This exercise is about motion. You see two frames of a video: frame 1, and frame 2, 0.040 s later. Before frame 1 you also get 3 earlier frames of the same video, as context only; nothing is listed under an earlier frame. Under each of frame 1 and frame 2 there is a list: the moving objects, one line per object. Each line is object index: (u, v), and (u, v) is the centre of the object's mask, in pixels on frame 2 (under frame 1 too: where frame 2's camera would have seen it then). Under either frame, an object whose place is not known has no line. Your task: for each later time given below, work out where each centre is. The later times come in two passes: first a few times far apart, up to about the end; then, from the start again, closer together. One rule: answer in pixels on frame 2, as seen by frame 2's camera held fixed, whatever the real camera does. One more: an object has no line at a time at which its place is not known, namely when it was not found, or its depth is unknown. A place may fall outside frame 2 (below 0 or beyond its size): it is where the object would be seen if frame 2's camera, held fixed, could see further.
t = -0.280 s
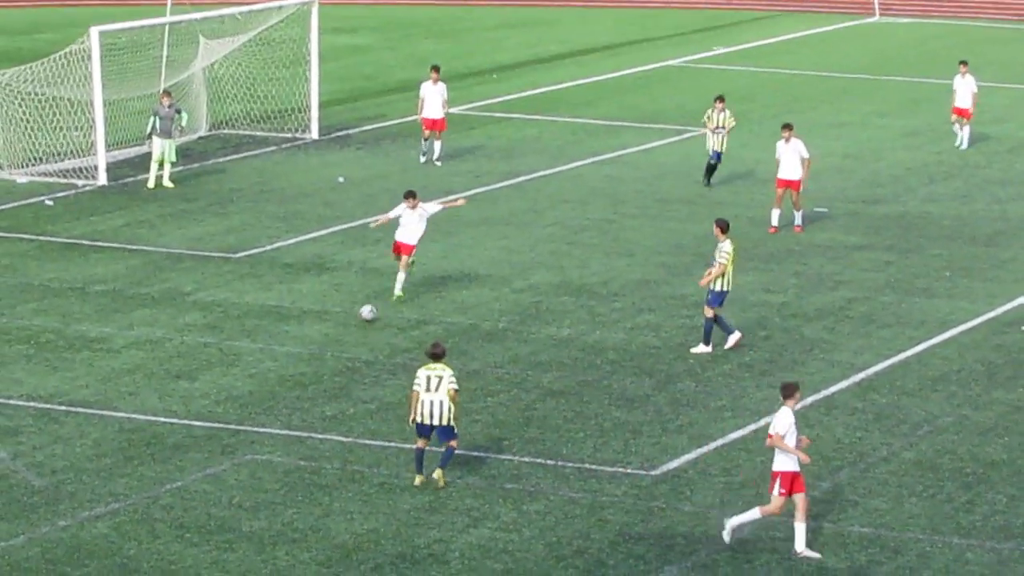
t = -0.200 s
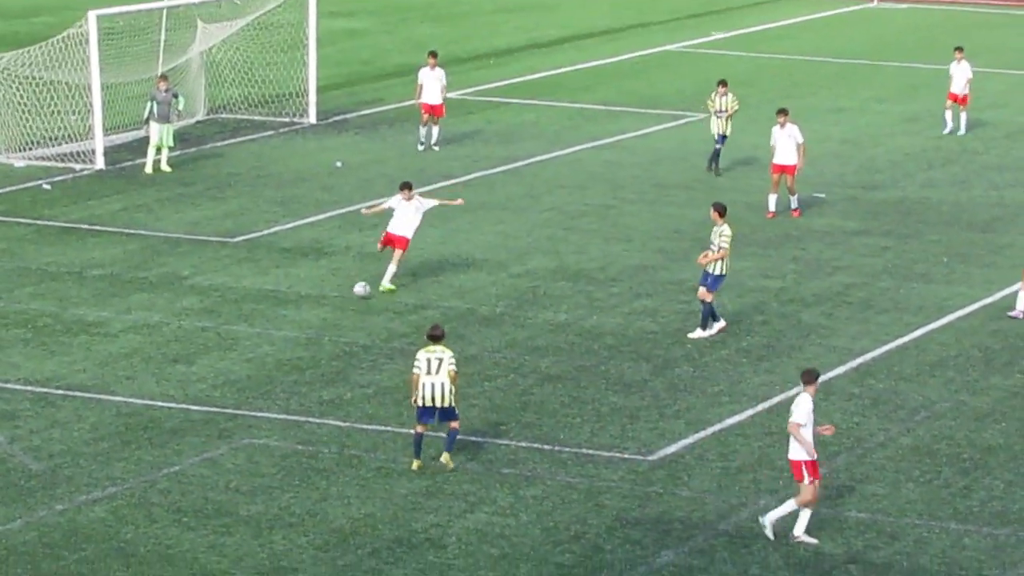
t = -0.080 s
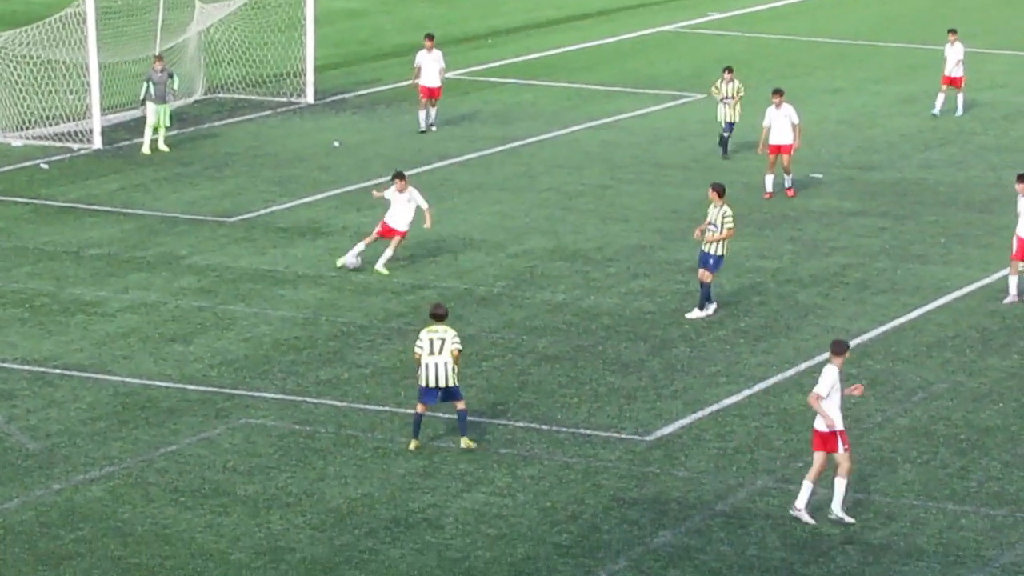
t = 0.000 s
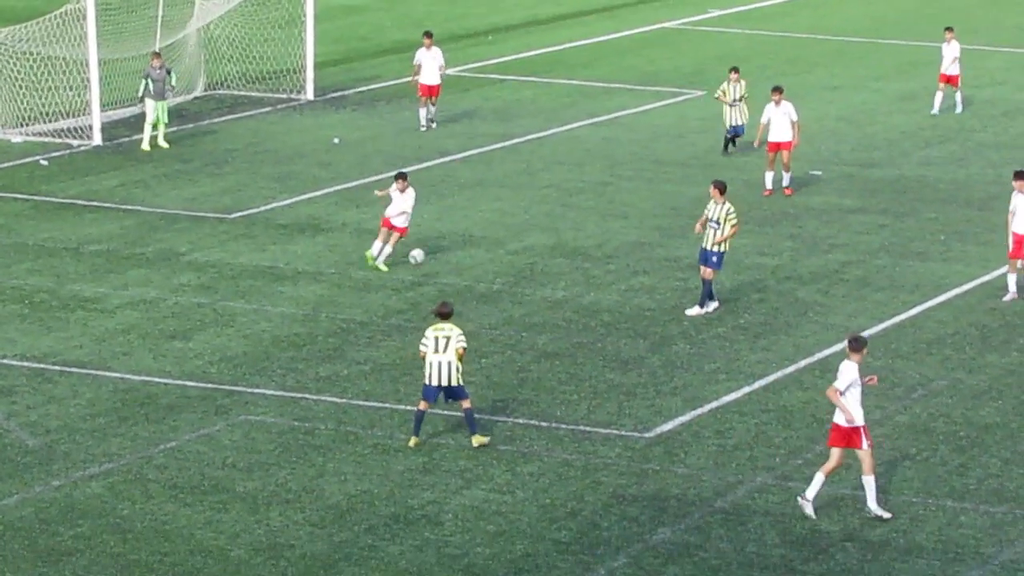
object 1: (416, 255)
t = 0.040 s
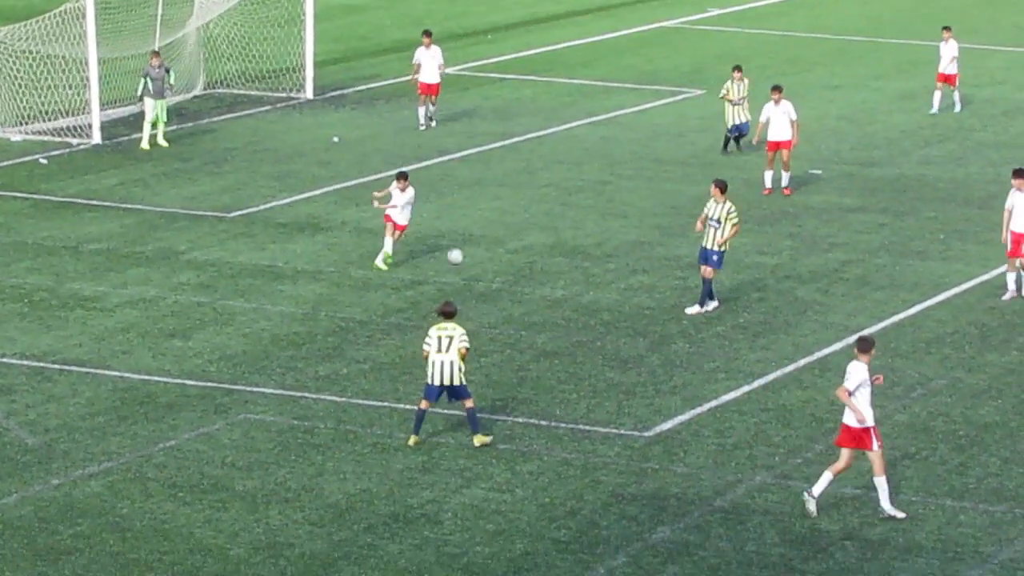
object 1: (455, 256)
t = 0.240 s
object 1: (659, 281)
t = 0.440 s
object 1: (882, 341)
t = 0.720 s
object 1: (1185, 376)
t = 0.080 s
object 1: (494, 258)
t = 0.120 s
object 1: (534, 262)
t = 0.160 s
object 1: (575, 267)
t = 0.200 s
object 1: (616, 273)
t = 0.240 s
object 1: (659, 281)
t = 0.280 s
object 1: (702, 291)
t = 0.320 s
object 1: (746, 301)
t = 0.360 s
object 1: (790, 312)
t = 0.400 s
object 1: (836, 325)
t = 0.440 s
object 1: (882, 341)
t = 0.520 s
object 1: (979, 376)
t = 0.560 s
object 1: (1021, 378)
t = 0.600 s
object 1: (1060, 375)
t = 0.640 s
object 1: (1100, 373)
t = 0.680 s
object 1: (1142, 374)
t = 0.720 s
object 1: (1185, 376)
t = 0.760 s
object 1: (1228, 379)
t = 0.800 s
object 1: (1273, 386)
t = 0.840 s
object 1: (1319, 393)
